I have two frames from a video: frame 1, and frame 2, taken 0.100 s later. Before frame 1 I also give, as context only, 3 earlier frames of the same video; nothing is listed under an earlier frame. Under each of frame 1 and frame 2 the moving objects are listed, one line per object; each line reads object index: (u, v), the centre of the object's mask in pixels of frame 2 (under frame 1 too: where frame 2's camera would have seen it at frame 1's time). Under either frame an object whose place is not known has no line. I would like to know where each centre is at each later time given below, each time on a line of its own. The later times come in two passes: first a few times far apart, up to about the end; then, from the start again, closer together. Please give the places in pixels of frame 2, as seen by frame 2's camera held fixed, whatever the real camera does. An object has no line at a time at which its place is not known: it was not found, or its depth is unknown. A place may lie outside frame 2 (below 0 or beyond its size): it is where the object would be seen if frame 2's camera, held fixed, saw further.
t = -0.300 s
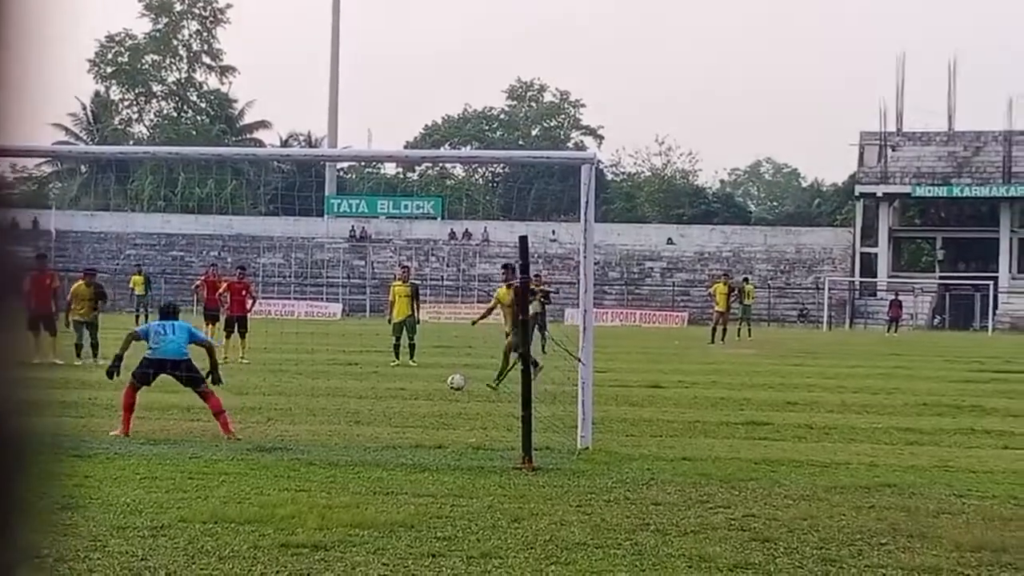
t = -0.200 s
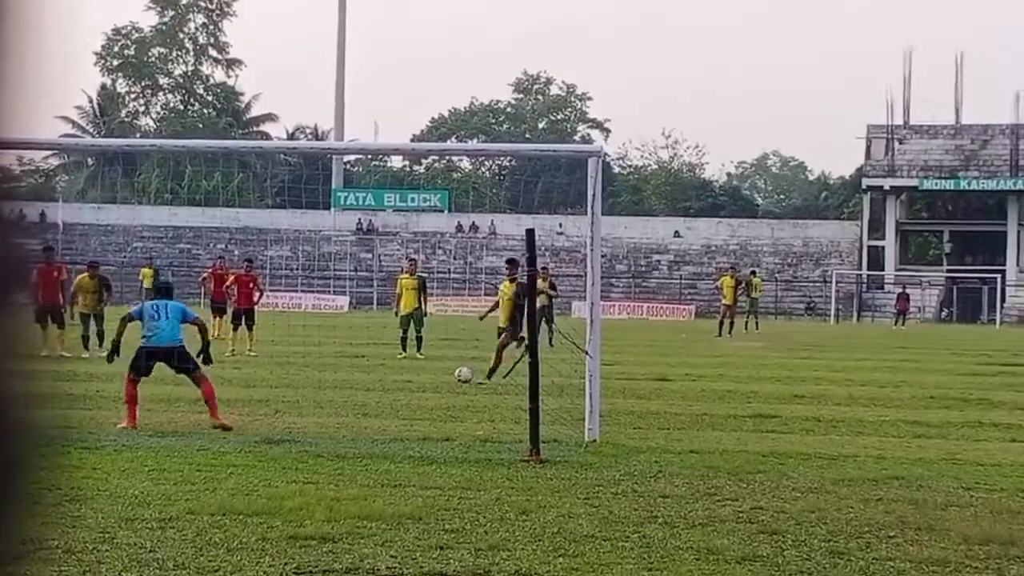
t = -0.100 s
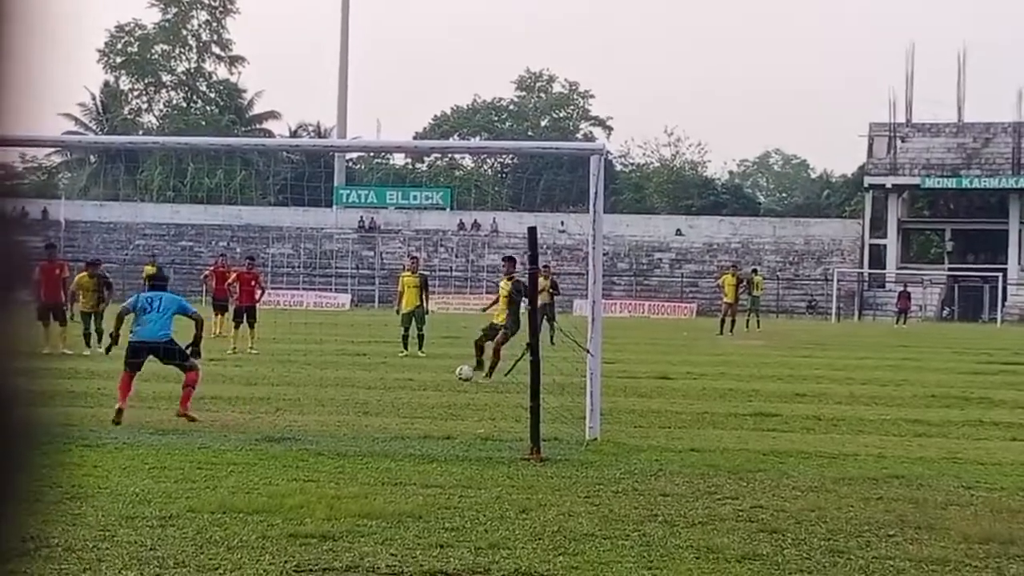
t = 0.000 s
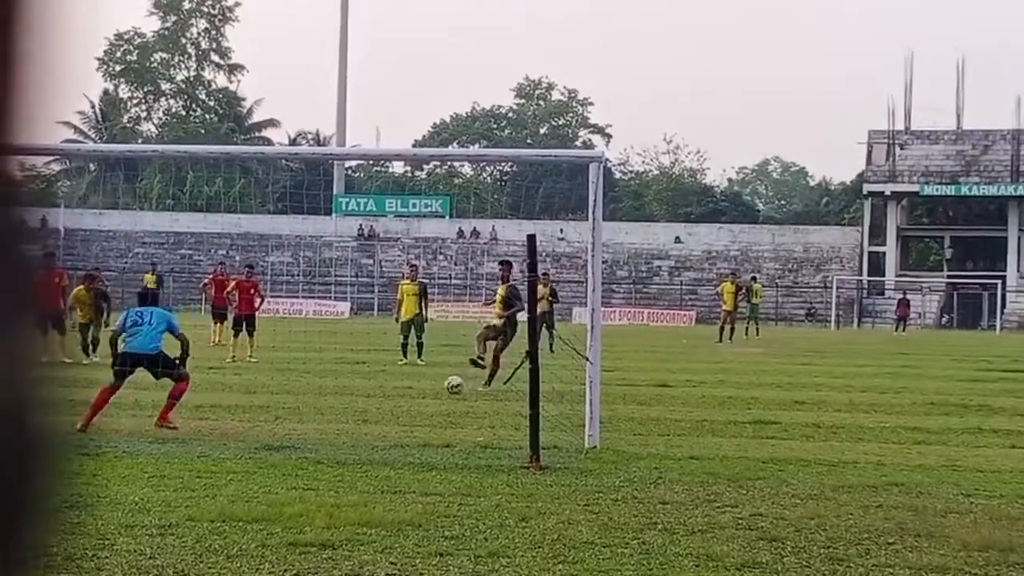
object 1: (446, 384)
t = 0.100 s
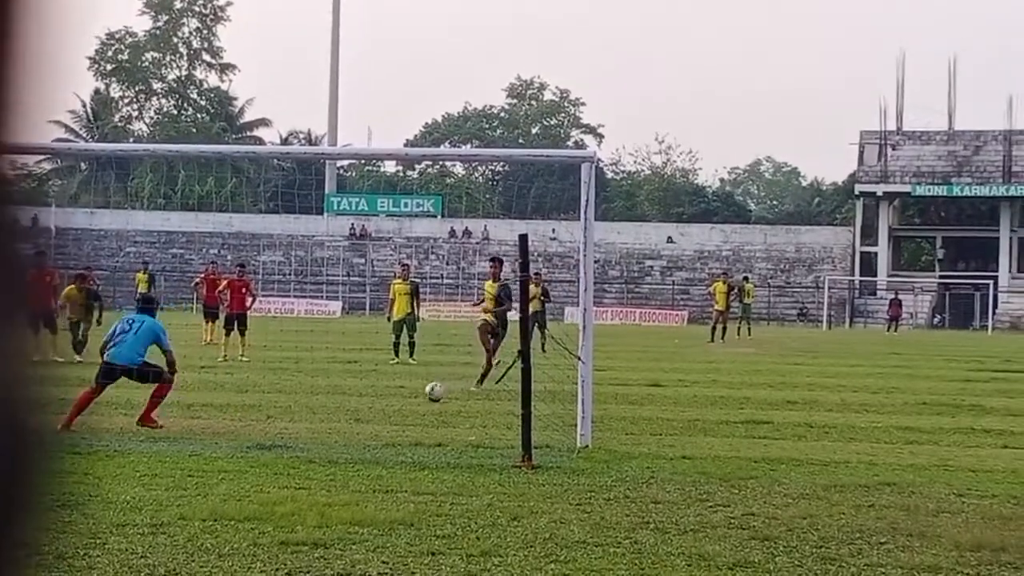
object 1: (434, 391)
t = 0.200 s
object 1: (425, 388)
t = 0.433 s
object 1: (407, 410)
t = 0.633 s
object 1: (392, 432)
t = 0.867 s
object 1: (381, 418)
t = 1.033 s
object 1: (381, 413)
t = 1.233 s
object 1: (372, 445)
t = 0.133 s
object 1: (431, 390)
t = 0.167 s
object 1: (428, 388)
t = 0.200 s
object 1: (425, 388)
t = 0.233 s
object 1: (423, 390)
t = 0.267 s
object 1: (420, 393)
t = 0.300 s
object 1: (417, 398)
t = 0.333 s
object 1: (415, 405)
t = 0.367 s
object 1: (413, 413)
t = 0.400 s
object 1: (410, 412)
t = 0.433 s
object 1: (407, 410)
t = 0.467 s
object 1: (405, 410)
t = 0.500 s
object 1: (403, 412)
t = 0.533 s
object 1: (400, 416)
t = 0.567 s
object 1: (398, 420)
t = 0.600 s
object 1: (395, 428)
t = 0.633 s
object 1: (392, 432)
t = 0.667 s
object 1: (390, 430)
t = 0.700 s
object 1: (388, 427)
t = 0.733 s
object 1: (386, 426)
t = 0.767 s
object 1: (384, 425)
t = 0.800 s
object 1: (384, 425)
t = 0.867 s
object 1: (381, 418)
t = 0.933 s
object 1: (381, 415)
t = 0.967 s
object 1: (381, 414)
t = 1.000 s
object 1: (381, 412)
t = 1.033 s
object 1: (381, 413)
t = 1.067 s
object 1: (381, 415)
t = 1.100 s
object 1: (380, 419)
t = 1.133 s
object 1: (379, 424)
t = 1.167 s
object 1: (377, 429)
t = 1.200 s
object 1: (375, 436)
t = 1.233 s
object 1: (372, 445)
